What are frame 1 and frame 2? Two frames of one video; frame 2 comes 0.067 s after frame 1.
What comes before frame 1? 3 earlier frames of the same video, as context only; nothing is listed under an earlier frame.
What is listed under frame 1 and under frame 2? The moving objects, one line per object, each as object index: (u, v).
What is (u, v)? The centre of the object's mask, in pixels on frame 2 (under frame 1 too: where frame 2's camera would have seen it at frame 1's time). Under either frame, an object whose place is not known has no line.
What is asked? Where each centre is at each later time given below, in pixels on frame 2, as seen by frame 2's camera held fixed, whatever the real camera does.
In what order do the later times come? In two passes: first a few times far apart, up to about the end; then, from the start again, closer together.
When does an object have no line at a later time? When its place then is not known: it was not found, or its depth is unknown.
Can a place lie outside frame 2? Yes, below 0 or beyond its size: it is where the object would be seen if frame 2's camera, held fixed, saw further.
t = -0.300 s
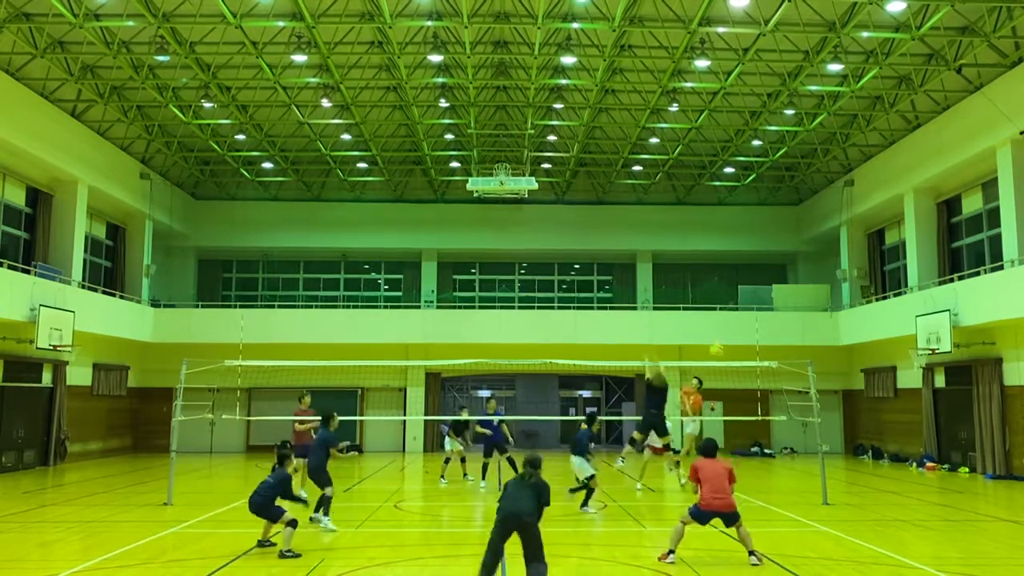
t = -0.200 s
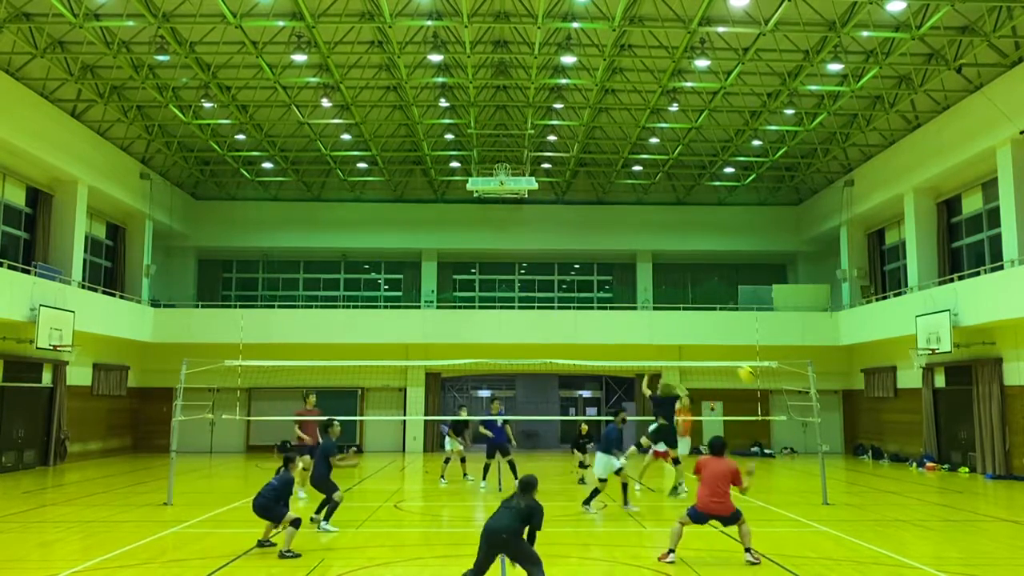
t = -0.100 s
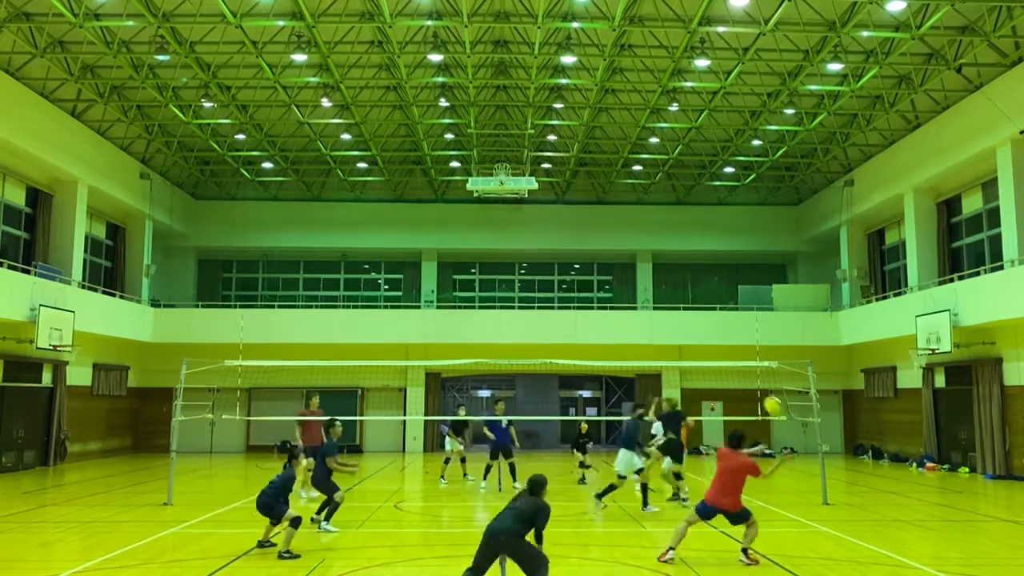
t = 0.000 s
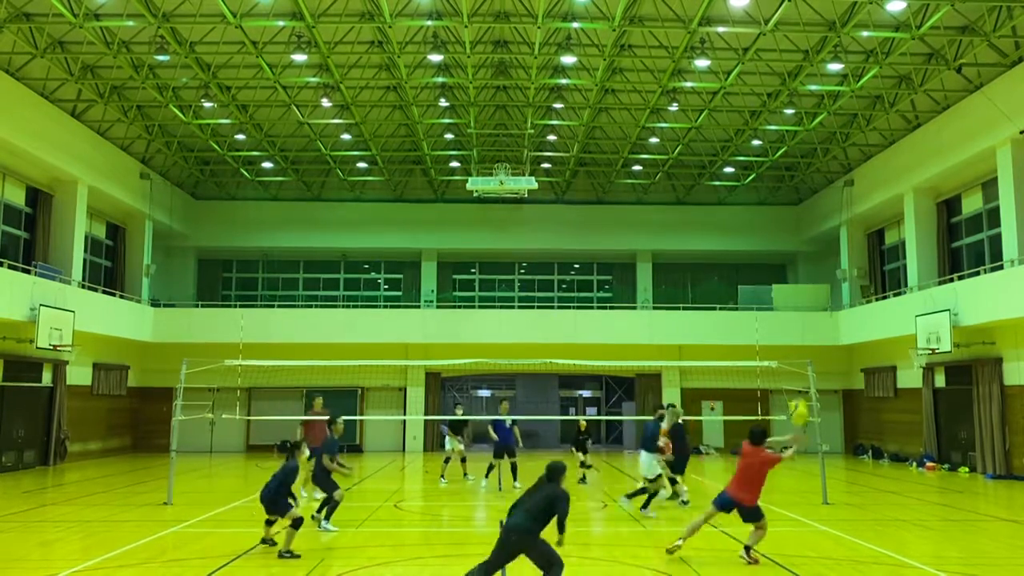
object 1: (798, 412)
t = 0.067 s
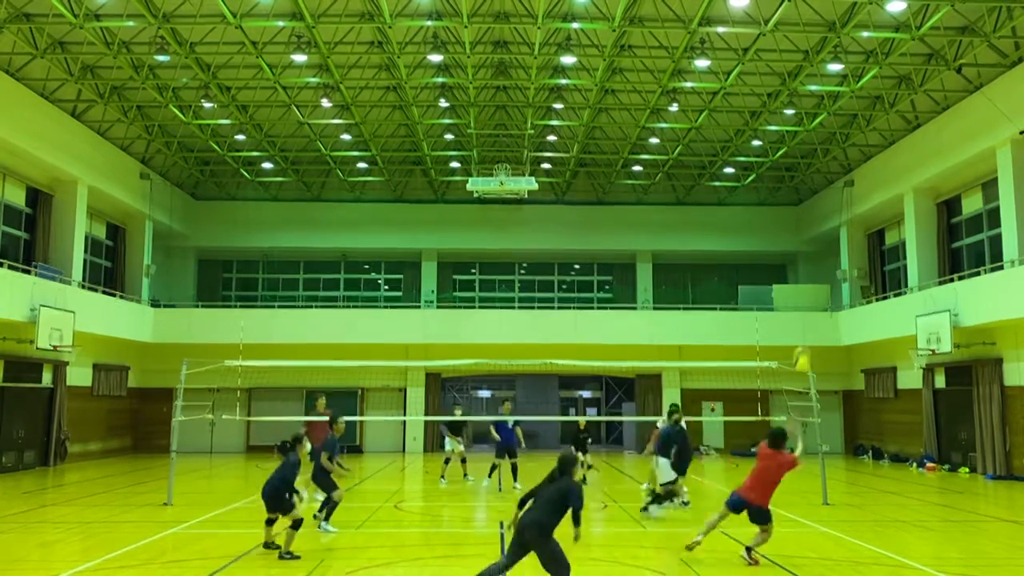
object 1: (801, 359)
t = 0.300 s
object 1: (816, 211)
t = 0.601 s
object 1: (839, 83)
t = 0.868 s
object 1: (865, 31)
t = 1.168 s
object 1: (900, 50)
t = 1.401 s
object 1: (934, 128)
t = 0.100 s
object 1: (805, 337)
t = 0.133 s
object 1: (807, 312)
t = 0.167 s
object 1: (808, 289)
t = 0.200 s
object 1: (810, 269)
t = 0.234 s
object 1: (812, 248)
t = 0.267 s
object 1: (813, 230)
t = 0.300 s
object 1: (816, 211)
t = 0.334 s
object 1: (818, 193)
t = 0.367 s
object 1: (821, 176)
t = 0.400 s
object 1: (823, 159)
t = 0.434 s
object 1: (825, 145)
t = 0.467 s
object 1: (828, 130)
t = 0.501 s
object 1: (831, 117)
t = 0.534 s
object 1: (833, 105)
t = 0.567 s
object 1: (836, 95)
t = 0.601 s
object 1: (839, 83)
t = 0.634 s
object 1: (842, 75)
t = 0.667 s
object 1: (846, 65)
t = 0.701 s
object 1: (848, 58)
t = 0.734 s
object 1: (851, 50)
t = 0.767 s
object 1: (855, 44)
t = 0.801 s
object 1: (858, 39)
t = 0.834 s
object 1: (861, 35)
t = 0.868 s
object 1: (865, 31)
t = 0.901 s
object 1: (868, 29)
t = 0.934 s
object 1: (872, 29)
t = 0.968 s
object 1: (875, 27)
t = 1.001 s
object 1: (879, 28)
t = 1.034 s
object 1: (883, 31)
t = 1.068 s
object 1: (888, 34)
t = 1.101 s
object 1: (892, 38)
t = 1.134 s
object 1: (896, 44)
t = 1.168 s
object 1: (900, 50)
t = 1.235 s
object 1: (909, 65)
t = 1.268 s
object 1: (914, 76)
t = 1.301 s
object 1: (920, 88)
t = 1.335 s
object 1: (924, 100)
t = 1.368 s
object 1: (929, 113)
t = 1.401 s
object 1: (934, 128)
